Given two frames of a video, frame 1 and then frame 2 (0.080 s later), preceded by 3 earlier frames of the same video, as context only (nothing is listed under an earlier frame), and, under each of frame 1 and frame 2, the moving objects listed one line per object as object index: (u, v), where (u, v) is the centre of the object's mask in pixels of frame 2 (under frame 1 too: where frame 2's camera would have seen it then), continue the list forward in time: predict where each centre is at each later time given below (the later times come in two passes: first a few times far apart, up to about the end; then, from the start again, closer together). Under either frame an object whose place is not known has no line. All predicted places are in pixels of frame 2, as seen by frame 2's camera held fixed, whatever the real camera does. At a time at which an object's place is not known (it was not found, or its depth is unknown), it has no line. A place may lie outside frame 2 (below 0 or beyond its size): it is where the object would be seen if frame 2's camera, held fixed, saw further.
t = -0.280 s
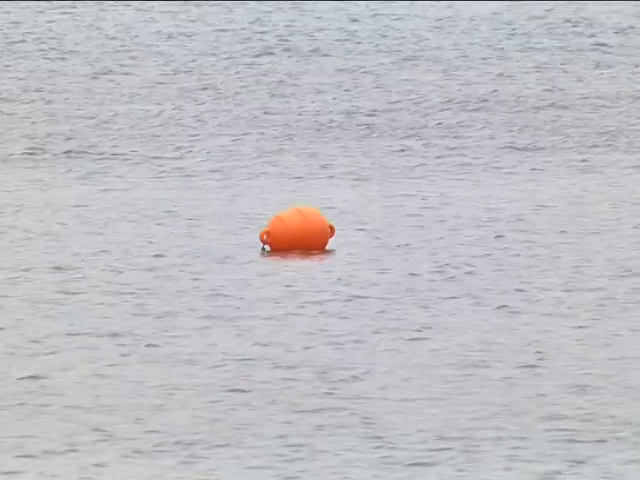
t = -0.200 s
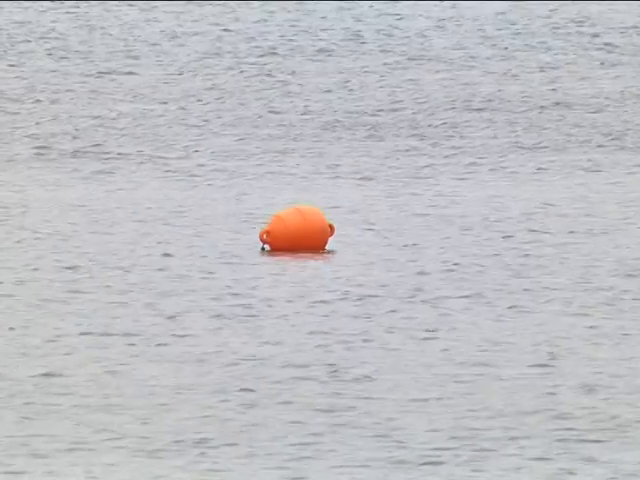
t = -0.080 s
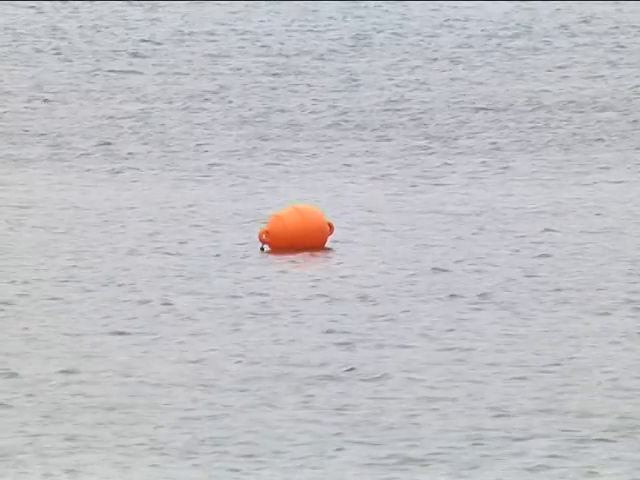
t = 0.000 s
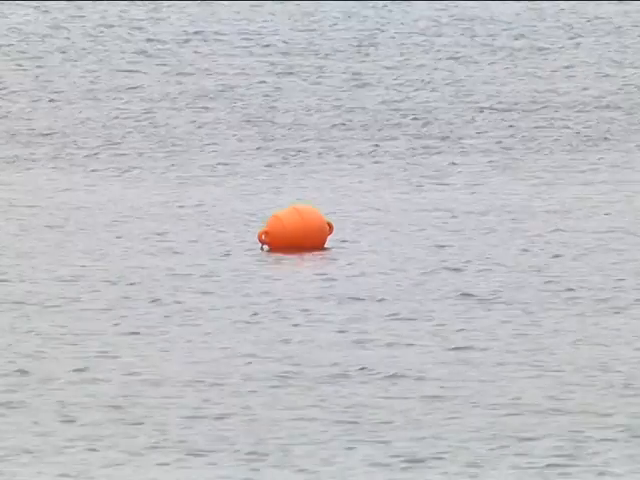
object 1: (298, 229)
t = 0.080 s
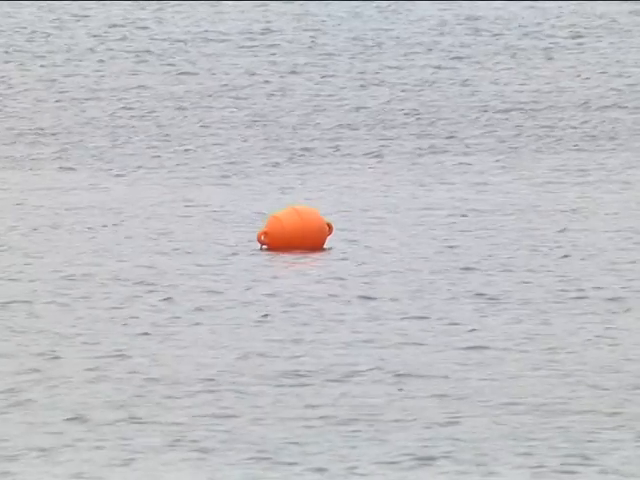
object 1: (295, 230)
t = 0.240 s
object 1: (289, 231)
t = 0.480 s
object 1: (277, 233)
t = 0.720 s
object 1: (266, 232)
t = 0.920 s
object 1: (259, 231)
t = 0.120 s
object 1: (294, 230)
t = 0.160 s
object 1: (292, 231)
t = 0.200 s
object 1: (291, 231)
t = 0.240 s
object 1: (289, 231)
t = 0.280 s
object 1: (288, 231)
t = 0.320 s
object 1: (286, 231)
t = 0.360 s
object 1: (284, 232)
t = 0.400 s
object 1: (282, 232)
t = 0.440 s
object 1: (280, 233)
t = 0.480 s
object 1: (277, 233)
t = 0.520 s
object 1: (274, 233)
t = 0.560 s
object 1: (273, 233)
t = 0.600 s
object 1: (270, 233)
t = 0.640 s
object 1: (268, 233)
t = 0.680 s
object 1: (267, 232)
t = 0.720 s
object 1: (266, 232)
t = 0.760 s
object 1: (265, 232)
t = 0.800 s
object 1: (263, 232)
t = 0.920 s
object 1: (259, 231)
